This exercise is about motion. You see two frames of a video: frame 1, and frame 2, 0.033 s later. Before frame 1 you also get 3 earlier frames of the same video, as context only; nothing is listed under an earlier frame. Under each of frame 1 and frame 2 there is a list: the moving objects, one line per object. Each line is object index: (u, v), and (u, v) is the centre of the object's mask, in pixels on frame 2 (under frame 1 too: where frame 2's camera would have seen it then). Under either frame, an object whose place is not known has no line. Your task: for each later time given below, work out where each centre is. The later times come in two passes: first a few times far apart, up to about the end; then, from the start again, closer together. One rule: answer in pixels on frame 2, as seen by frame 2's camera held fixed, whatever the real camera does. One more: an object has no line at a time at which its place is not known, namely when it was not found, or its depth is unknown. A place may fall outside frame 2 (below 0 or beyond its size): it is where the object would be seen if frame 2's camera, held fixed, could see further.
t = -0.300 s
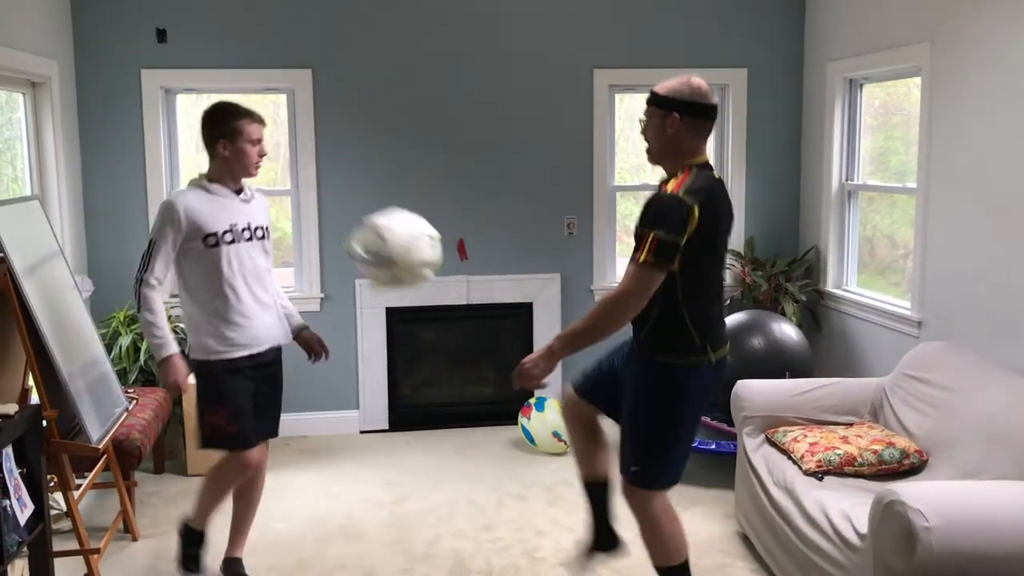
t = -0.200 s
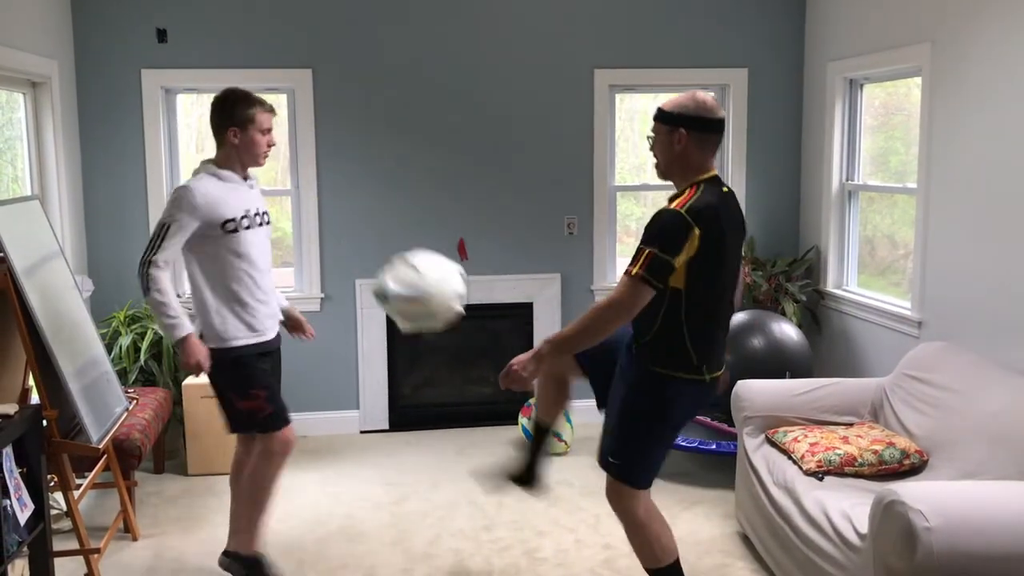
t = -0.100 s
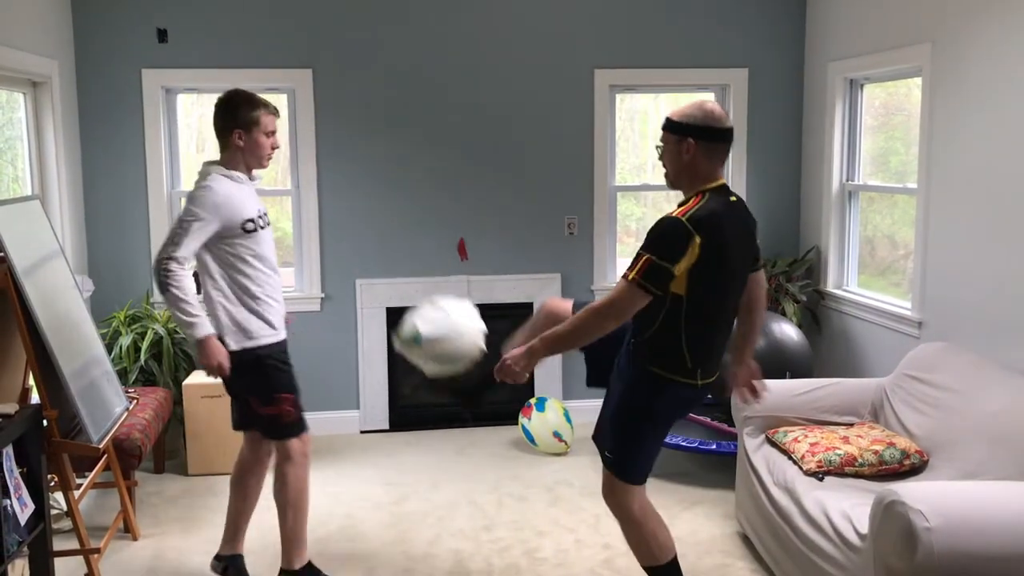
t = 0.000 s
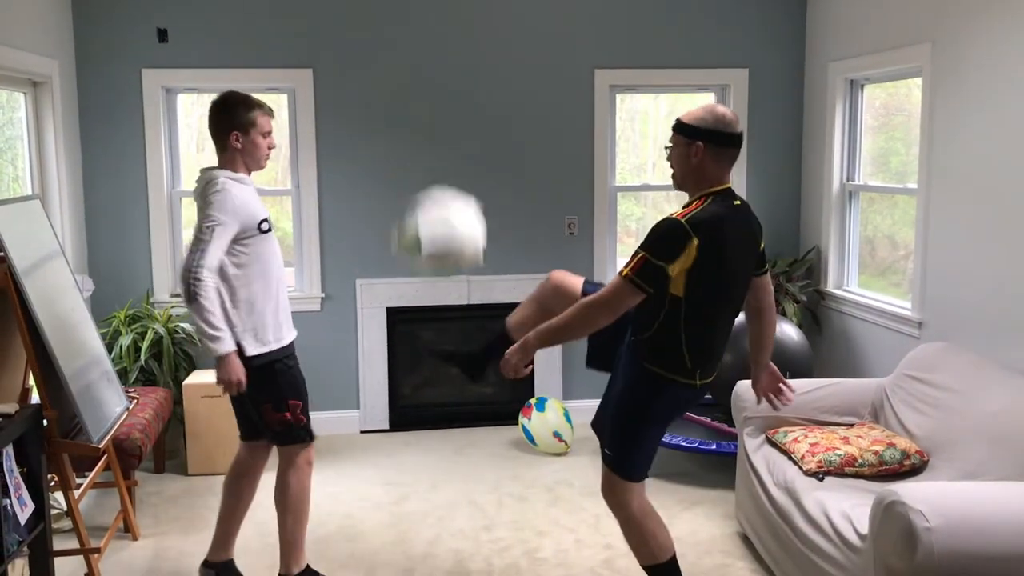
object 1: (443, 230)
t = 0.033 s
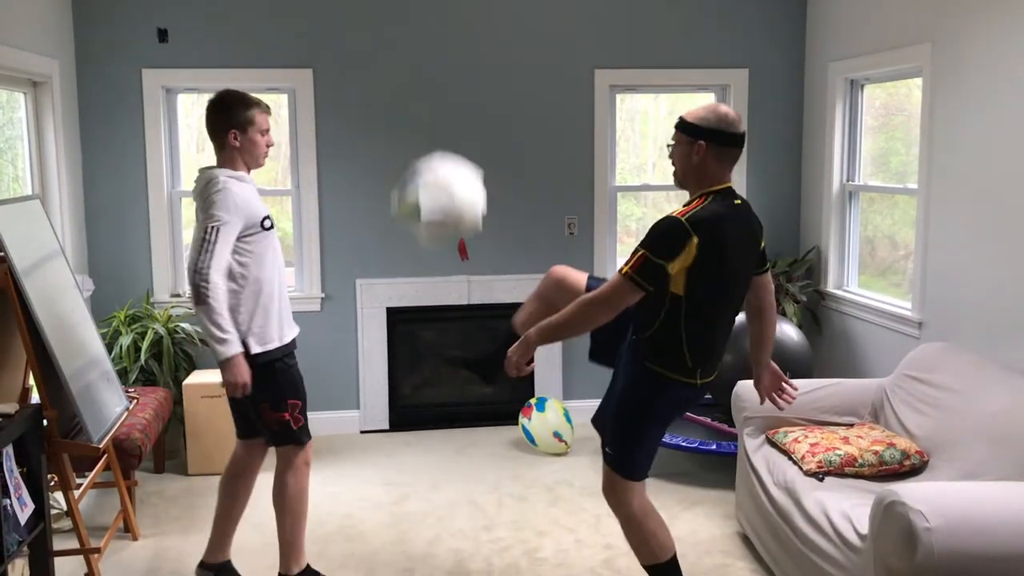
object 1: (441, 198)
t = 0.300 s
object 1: (447, 34)
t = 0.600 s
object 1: (455, 12)
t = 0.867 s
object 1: (447, 30)
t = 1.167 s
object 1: (440, 130)
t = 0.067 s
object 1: (441, 169)
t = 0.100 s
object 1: (441, 141)
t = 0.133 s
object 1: (442, 116)
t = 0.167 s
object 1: (443, 94)
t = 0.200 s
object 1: (444, 75)
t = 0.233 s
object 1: (444, 58)
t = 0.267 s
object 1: (446, 43)
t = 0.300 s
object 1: (447, 34)
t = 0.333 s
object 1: (448, 28)
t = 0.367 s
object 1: (449, 24)
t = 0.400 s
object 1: (450, 19)
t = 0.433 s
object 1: (450, 17)
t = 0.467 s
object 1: (452, 14)
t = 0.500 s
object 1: (453, 13)
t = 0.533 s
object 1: (454, 12)
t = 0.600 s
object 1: (455, 12)
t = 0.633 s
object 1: (455, 13)
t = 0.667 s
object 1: (454, 14)
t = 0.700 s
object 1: (453, 15)
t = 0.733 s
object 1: (452, 18)
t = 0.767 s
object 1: (451, 20)
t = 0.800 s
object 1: (450, 23)
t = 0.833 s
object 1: (449, 26)
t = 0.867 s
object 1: (447, 30)
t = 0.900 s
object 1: (446, 35)
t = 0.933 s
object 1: (445, 42)
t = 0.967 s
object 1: (444, 52)
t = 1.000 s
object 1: (443, 63)
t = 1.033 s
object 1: (443, 75)
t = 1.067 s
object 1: (442, 87)
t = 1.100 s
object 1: (441, 101)
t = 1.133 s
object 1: (441, 115)
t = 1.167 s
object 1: (440, 130)
